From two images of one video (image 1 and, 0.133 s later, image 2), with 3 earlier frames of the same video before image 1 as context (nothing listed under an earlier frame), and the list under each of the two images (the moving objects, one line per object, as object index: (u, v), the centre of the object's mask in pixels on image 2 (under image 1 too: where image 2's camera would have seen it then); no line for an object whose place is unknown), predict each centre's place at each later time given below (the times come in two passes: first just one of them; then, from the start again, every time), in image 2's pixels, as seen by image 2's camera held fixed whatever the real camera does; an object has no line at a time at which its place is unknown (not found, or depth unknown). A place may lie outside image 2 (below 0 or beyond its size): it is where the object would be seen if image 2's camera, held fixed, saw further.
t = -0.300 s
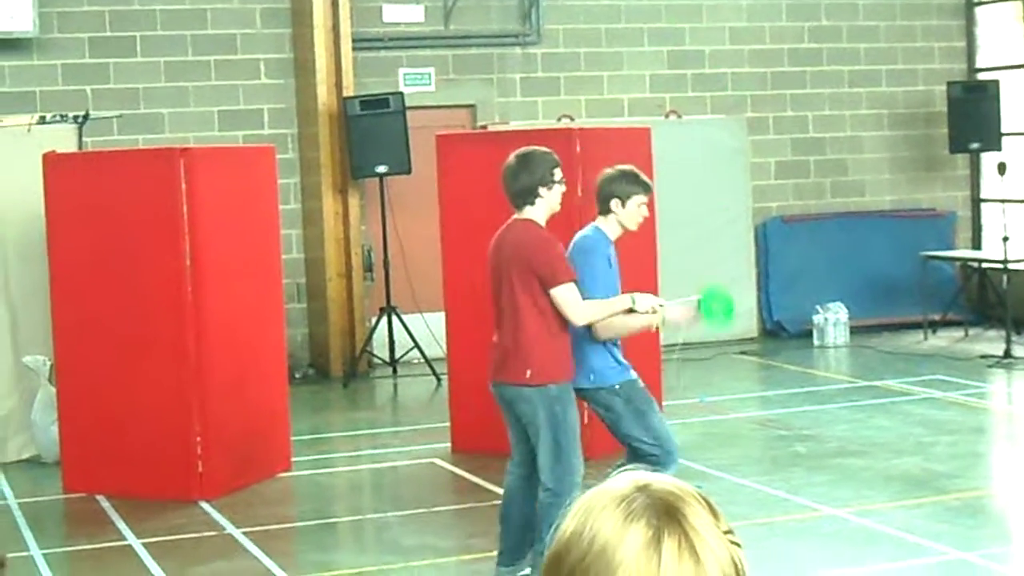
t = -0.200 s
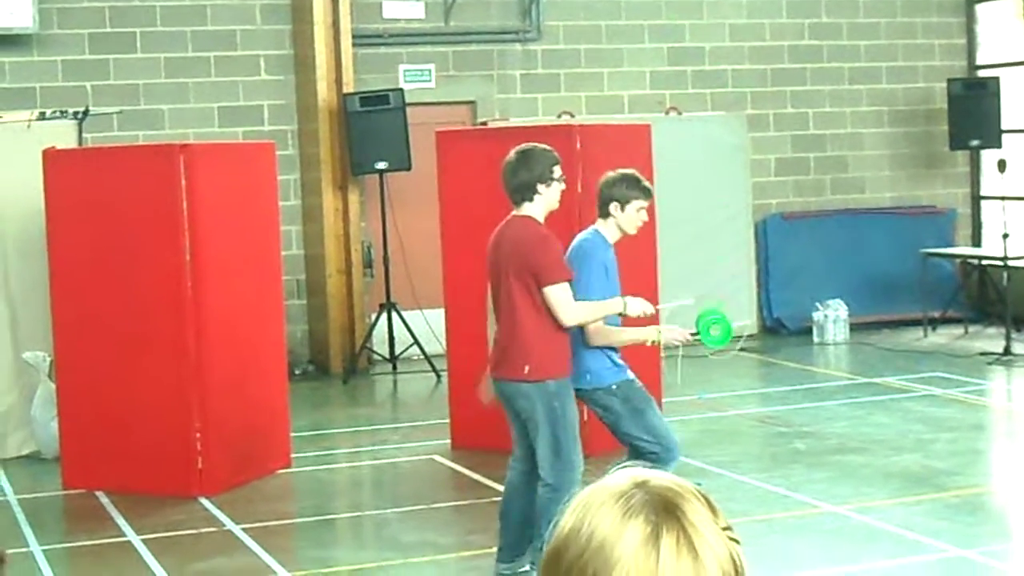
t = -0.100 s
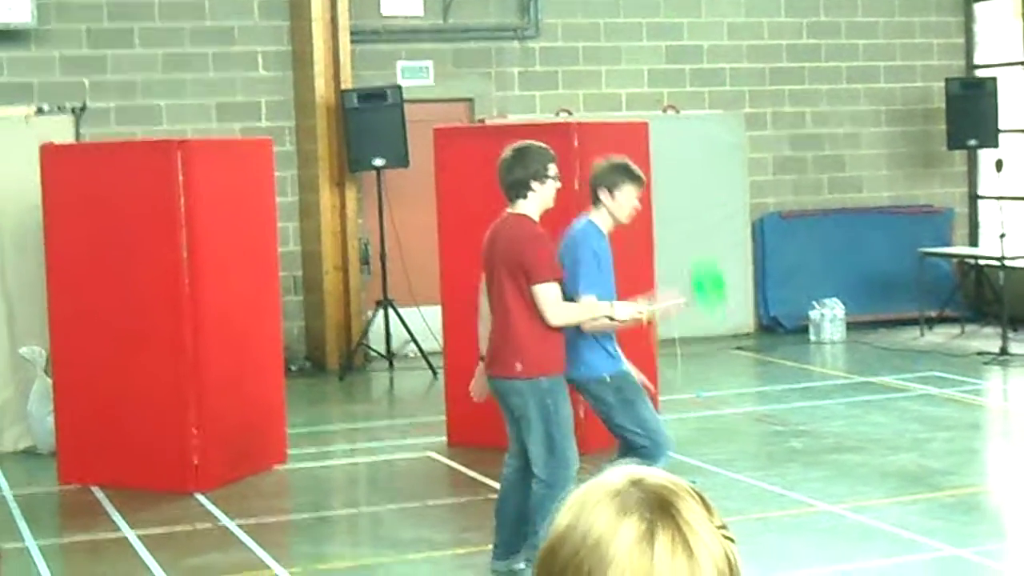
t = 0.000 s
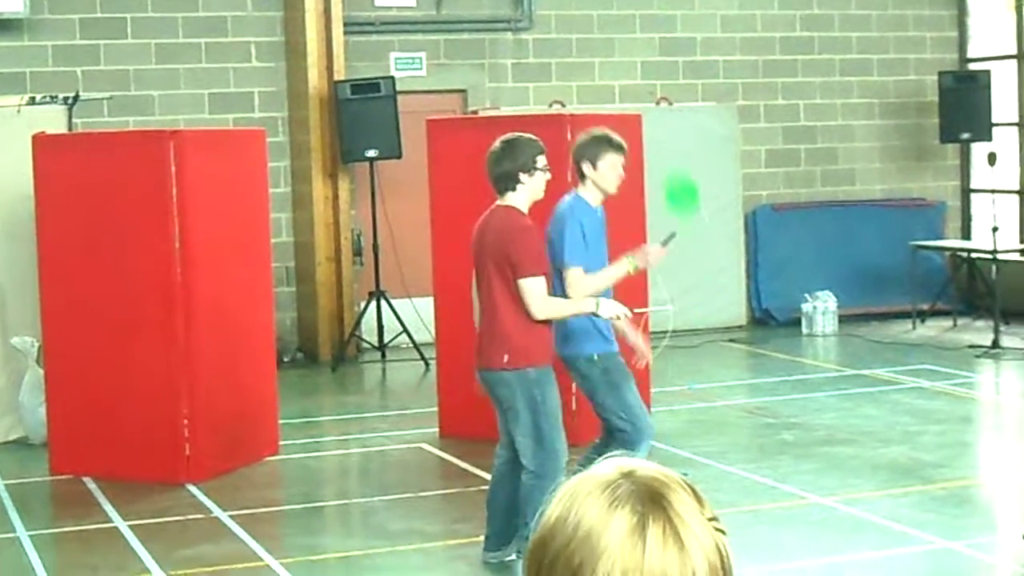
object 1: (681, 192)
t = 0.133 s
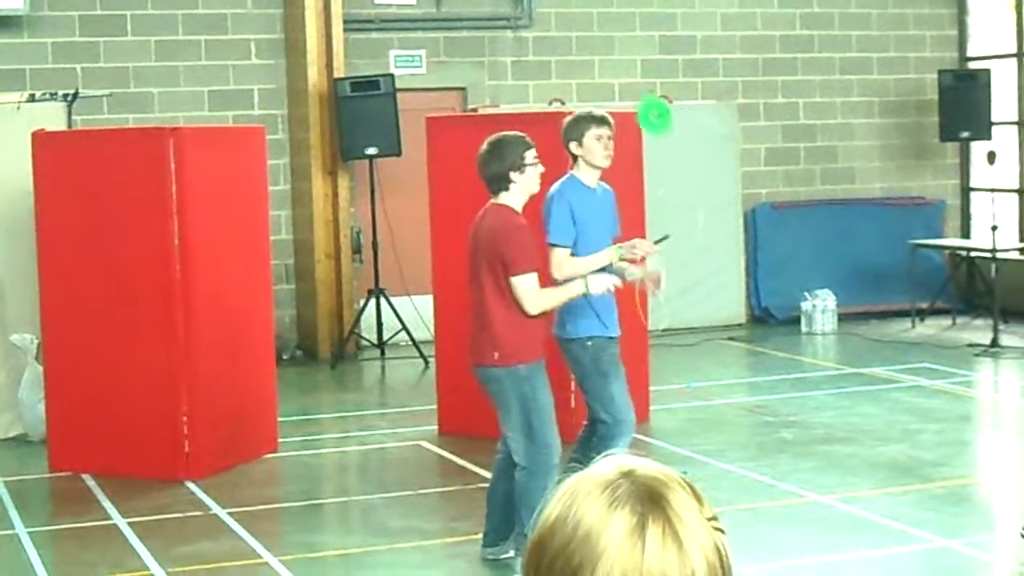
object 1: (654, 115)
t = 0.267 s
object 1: (627, 82)
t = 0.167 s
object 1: (647, 102)
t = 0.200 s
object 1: (640, 92)
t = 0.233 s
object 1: (633, 85)
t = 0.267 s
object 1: (627, 82)
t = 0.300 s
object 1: (620, 80)
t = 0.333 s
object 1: (615, 81)
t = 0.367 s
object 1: (607, 85)
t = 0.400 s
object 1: (601, 90)
